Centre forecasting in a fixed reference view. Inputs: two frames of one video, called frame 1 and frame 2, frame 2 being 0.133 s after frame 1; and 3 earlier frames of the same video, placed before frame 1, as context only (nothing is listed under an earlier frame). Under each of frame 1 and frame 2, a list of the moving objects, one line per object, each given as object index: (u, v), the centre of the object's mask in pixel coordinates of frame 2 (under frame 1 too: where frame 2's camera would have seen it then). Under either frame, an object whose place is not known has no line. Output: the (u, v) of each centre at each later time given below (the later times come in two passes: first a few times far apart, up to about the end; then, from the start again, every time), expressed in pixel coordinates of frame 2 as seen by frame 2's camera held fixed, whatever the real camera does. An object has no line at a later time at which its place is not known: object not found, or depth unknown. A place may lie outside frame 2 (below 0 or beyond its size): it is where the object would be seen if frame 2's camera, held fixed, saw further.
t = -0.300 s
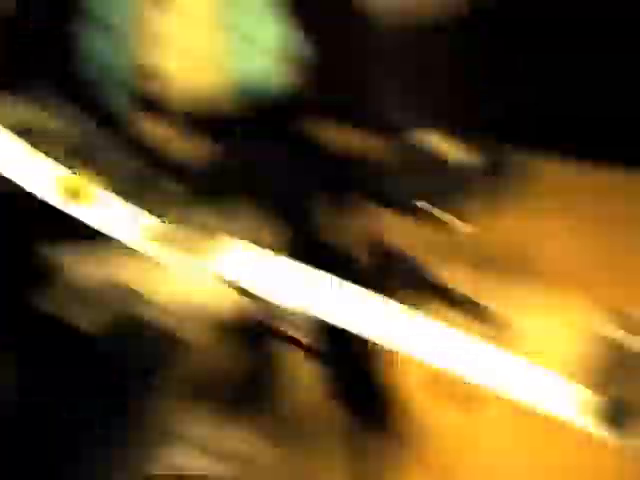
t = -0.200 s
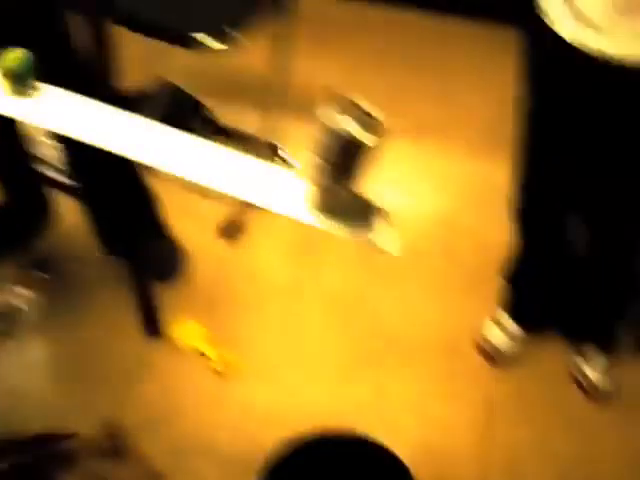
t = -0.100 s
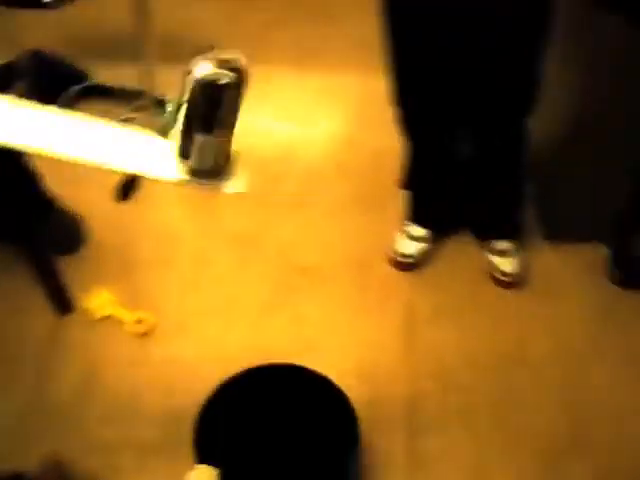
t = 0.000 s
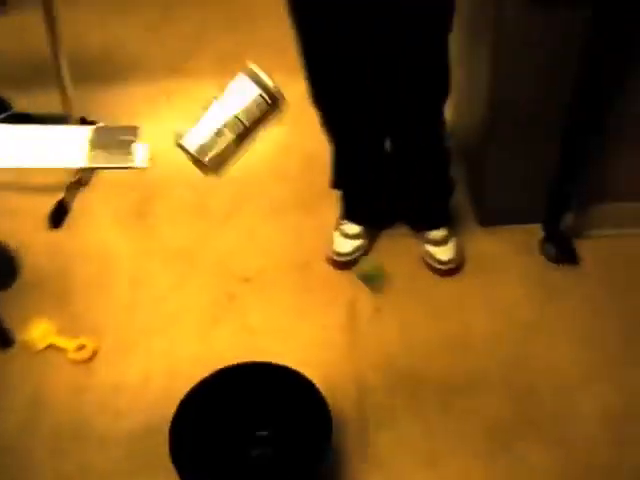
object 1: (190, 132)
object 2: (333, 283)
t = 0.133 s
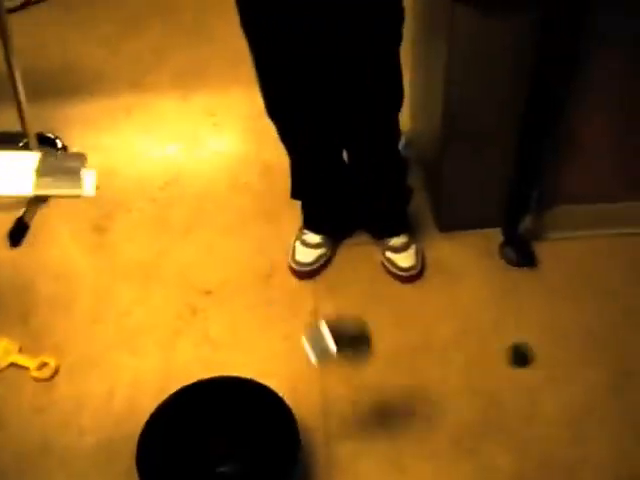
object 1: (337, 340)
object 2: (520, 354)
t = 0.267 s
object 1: (388, 388)
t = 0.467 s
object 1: (416, 438)
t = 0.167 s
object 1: (364, 407)
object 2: (555, 344)
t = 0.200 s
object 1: (377, 403)
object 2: (587, 332)
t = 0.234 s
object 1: (378, 387)
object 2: (615, 321)
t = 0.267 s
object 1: (388, 388)
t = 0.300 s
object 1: (396, 402)
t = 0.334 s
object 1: (402, 427)
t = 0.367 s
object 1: (408, 425)
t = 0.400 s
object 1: (410, 430)
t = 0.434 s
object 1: (414, 434)
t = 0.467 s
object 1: (416, 438)
